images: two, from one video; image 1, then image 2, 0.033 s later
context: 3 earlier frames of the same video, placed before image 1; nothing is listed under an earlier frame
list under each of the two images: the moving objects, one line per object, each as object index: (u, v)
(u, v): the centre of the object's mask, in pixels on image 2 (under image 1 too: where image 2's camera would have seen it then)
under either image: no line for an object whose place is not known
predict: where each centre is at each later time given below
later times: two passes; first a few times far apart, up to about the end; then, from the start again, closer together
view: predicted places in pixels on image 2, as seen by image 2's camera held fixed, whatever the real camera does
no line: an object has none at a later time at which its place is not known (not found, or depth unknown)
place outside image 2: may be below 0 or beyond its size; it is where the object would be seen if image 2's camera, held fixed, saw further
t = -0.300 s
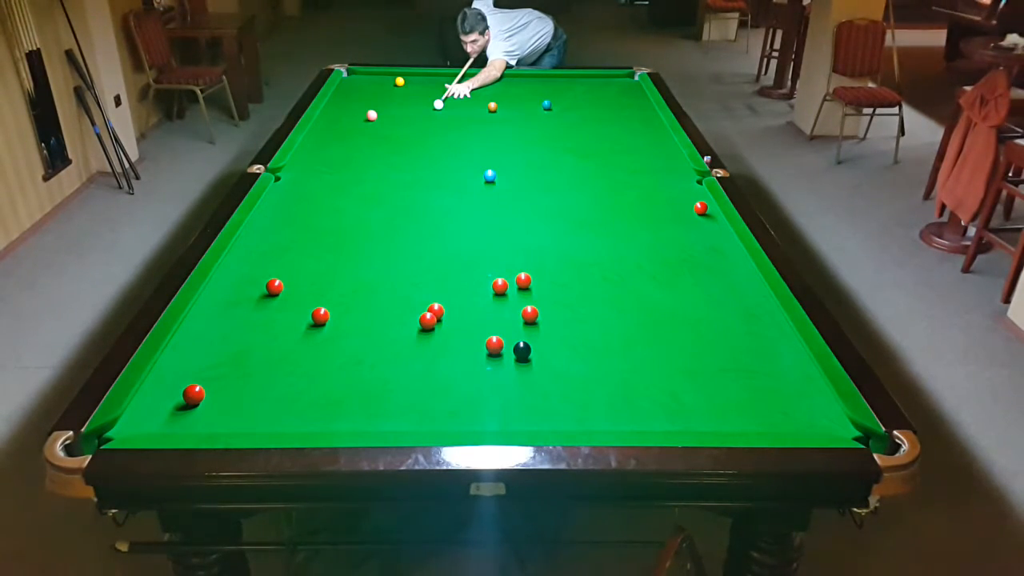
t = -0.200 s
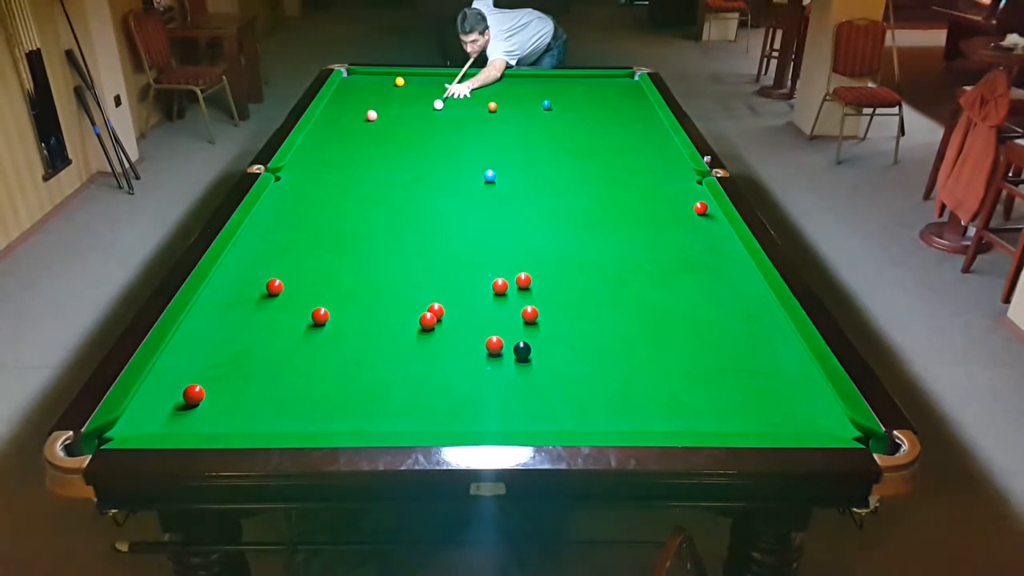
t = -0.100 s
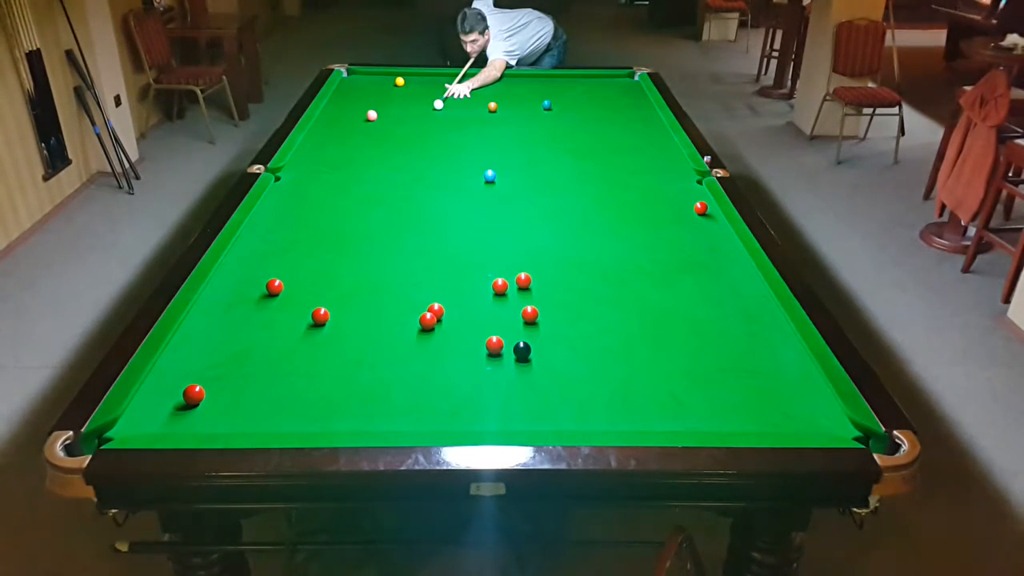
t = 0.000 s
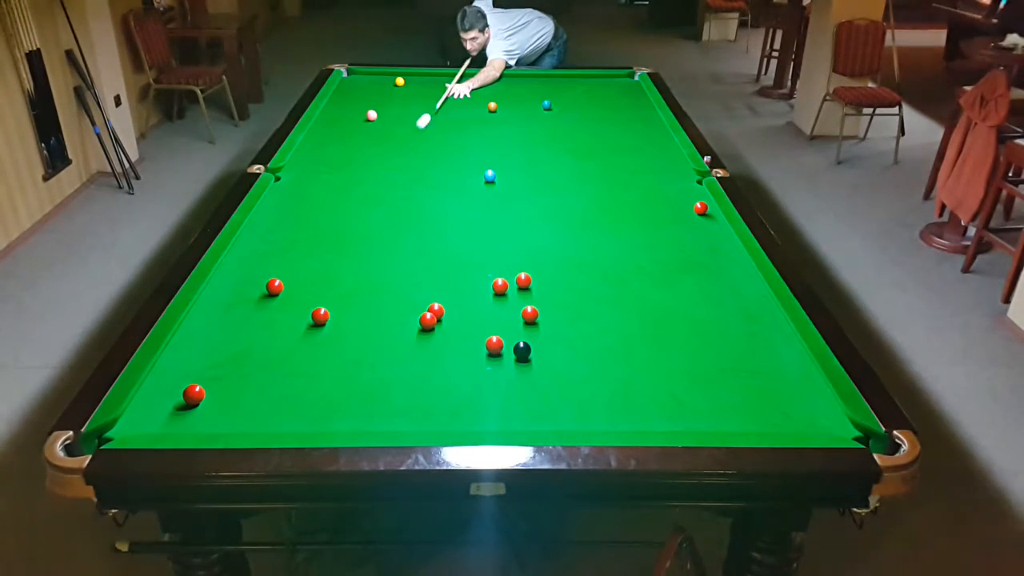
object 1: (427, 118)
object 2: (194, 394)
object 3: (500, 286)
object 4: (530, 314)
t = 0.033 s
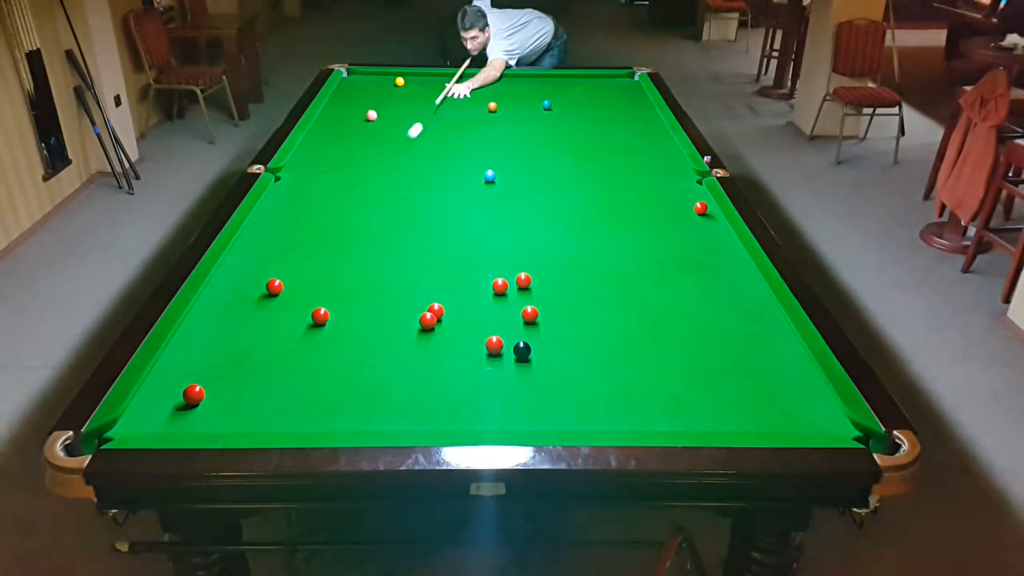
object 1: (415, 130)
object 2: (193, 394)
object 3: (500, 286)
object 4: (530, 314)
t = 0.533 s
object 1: (283, 285)
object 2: (194, 394)
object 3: (500, 286)
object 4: (530, 314)
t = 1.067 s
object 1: (229, 371)
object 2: (194, 394)
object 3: (500, 286)
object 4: (530, 314)
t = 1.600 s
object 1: (240, 388)
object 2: (157, 401)
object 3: (500, 286)
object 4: (530, 311)
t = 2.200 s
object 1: (293, 324)
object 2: (147, 406)
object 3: (500, 286)
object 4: (534, 285)
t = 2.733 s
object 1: (326, 284)
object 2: (152, 407)
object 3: (500, 286)
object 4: (546, 280)
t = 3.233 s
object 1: (348, 258)
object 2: (152, 407)
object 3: (500, 286)
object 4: (551, 278)
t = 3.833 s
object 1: (369, 234)
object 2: (152, 408)
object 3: (500, 286)
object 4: (551, 278)
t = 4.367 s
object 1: (382, 219)
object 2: (152, 408)
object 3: (475, 291)
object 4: (551, 277)
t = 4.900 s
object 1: (391, 208)
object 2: (152, 408)
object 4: (551, 278)
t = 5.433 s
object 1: (398, 201)
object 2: (152, 408)
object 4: (551, 278)
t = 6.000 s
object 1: (402, 197)
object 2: (152, 408)
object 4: (551, 278)
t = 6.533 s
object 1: (403, 196)
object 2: (152, 407)
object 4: (551, 278)
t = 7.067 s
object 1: (403, 196)
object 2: (152, 408)
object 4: (551, 278)
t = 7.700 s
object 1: (403, 196)
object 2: (152, 408)
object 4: (551, 278)
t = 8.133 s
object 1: (403, 196)
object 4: (551, 278)
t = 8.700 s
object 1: (403, 196)
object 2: (152, 408)
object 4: (551, 277)
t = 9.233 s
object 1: (403, 196)
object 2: (152, 407)
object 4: (551, 278)
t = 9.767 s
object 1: (403, 196)
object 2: (152, 407)
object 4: (551, 277)
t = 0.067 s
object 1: (406, 140)
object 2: (194, 394)
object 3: (500, 286)
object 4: (530, 314)
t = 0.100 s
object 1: (397, 151)
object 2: (194, 394)
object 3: (500, 286)
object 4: (530, 314)
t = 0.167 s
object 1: (377, 174)
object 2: (194, 394)
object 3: (500, 286)
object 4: (530, 314)
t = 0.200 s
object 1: (366, 186)
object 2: (194, 394)
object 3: (500, 286)
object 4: (530, 314)
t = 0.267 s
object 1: (341, 213)
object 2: (194, 394)
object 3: (500, 286)
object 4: (530, 314)
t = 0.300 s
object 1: (328, 227)
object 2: (194, 394)
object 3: (500, 286)
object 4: (530, 314)
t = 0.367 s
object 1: (299, 260)
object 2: (194, 394)
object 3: (500, 286)
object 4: (530, 314)
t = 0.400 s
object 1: (285, 275)
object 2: (194, 394)
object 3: (500, 286)
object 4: (530, 314)
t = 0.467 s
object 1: (283, 281)
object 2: (194, 394)
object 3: (500, 286)
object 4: (530, 314)
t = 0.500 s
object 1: (284, 283)
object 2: (194, 394)
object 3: (500, 286)
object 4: (530, 314)
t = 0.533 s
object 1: (283, 285)
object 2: (194, 394)
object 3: (500, 286)
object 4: (530, 314)
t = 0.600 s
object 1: (282, 290)
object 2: (194, 394)
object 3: (500, 286)
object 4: (530, 314)
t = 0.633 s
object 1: (280, 293)
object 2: (194, 394)
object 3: (500, 286)
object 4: (530, 314)
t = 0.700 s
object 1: (276, 301)
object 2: (194, 394)
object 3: (500, 286)
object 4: (530, 314)
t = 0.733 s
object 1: (273, 305)
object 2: (194, 394)
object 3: (500, 286)
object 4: (530, 314)
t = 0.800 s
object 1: (266, 316)
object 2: (194, 394)
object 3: (500, 286)
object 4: (530, 314)
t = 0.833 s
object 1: (262, 323)
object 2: (194, 394)
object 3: (500, 286)
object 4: (530, 314)
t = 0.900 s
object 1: (253, 335)
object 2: (194, 394)
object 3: (500, 286)
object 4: (530, 314)
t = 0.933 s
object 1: (248, 342)
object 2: (194, 394)
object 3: (500, 286)
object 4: (530, 314)
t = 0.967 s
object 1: (244, 349)
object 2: (194, 394)
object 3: (500, 286)
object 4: (530, 314)
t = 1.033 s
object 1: (234, 364)
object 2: (194, 394)
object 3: (500, 286)
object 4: (530, 314)
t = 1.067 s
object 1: (229, 371)
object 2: (194, 394)
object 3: (500, 286)
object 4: (530, 314)
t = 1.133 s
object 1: (219, 387)
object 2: (194, 394)
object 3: (500, 286)
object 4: (530, 314)
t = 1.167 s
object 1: (215, 394)
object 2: (192, 394)
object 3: (500, 286)
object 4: (530, 314)
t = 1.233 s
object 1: (212, 409)
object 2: (186, 395)
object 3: (500, 286)
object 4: (530, 314)
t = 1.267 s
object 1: (210, 417)
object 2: (183, 396)
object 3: (500, 286)
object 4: (530, 314)
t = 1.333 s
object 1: (209, 425)
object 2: (177, 397)
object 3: (500, 286)
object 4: (530, 314)
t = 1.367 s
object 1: (213, 421)
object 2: (175, 398)
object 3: (500, 286)
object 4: (530, 314)
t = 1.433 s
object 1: (221, 411)
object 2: (169, 399)
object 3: (500, 286)
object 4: (530, 314)
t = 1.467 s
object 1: (225, 406)
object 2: (167, 399)
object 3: (500, 286)
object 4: (530, 314)
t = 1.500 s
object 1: (229, 401)
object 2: (164, 400)
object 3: (500, 286)
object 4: (530, 314)
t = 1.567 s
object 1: (236, 392)
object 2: (159, 401)
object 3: (500, 286)
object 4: (529, 310)
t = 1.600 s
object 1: (240, 388)
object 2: (157, 401)
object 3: (500, 286)
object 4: (530, 311)
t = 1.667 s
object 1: (247, 379)
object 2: (152, 402)
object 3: (500, 286)
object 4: (530, 307)
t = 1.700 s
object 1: (250, 375)
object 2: (150, 402)
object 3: (500, 286)
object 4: (530, 305)
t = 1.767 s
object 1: (257, 367)
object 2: (146, 404)
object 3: (500, 286)
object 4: (531, 302)
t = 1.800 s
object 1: (260, 364)
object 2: (144, 404)
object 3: (500, 286)
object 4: (531, 300)
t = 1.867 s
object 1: (266, 356)
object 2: (139, 405)
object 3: (500, 286)
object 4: (531, 297)
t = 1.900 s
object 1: (269, 353)
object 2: (139, 405)
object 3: (500, 286)
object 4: (531, 296)
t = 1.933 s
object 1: (272, 349)
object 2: (140, 405)
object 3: (500, 286)
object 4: (531, 294)
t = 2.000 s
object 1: (277, 342)
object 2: (142, 405)
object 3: (500, 286)
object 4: (531, 291)
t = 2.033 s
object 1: (280, 339)
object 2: (143, 406)
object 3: (500, 286)
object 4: (531, 290)
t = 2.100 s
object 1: (285, 333)
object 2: (144, 406)
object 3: (500, 286)
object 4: (532, 287)
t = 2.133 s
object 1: (288, 330)
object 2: (145, 406)
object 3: (500, 286)
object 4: (533, 287)
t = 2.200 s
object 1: (293, 324)
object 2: (147, 406)
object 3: (500, 286)
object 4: (534, 285)
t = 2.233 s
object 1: (295, 321)
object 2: (147, 406)
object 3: (500, 286)
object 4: (535, 285)
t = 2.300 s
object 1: (300, 315)
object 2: (149, 407)
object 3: (500, 286)
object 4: (537, 284)
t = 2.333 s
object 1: (302, 312)
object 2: (149, 407)
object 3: (500, 286)
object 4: (538, 283)
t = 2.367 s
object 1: (304, 310)
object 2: (150, 407)
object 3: (500, 286)
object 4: (539, 283)
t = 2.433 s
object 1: (308, 304)
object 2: (151, 407)
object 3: (500, 286)
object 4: (540, 282)
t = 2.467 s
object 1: (310, 302)
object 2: (151, 407)
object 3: (500, 286)
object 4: (541, 282)
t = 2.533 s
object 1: (315, 297)
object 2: (152, 407)
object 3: (500, 286)
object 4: (542, 281)
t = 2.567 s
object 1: (317, 295)
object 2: (152, 407)
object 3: (500, 286)
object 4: (543, 281)
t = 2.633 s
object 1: (320, 290)
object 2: (152, 407)
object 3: (500, 286)
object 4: (544, 280)
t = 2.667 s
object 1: (322, 288)
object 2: (152, 407)
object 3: (500, 286)
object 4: (545, 280)
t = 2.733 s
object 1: (326, 284)
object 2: (152, 407)
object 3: (500, 286)
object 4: (546, 280)
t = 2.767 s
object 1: (328, 282)
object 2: (152, 407)
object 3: (500, 286)
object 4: (546, 279)
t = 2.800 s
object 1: (329, 280)
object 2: (152, 407)
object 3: (500, 286)
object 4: (547, 279)
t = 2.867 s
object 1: (333, 276)
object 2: (152, 407)
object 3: (500, 286)
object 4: (548, 279)
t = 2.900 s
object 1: (334, 274)
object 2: (152, 407)
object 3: (500, 286)
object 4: (548, 279)
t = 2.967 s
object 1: (337, 271)
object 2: (152, 407)
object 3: (500, 286)
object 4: (549, 278)
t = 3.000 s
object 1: (339, 269)
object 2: (152, 407)
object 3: (500, 286)
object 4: (549, 278)
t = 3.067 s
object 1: (342, 266)
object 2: (152, 407)
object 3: (500, 286)
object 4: (550, 278)
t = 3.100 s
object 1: (343, 264)
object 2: (152, 407)
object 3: (500, 286)
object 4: (550, 278)
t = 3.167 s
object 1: (346, 261)
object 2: (152, 407)
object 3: (500, 286)
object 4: (551, 278)
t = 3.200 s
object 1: (347, 259)
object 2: (152, 407)
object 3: (500, 286)
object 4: (551, 278)
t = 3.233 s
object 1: (348, 258)
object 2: (152, 407)
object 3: (500, 286)
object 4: (551, 278)
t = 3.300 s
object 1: (351, 254)
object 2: (152, 407)
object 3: (500, 286)
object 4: (552, 278)
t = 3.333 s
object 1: (352, 253)
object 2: (152, 408)
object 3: (500, 286)
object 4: (552, 278)
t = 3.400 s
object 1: (355, 250)
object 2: (152, 407)
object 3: (500, 286)
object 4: (552, 278)
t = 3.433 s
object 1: (356, 249)
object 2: (152, 407)
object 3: (500, 286)
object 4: (552, 278)
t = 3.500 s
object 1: (359, 246)
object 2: (152, 408)
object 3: (500, 286)
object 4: (552, 278)
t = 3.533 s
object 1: (359, 245)
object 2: (152, 407)
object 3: (500, 286)
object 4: (551, 278)
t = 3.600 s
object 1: (362, 242)
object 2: (152, 408)
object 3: (500, 286)
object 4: (550, 276)
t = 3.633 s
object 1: (363, 241)
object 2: (152, 407)
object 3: (500, 286)
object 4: (551, 275)
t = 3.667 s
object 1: (364, 240)
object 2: (152, 407)
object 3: (500, 286)
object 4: (552, 275)
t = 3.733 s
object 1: (366, 237)
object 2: (152, 408)
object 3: (500, 286)
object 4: (552, 277)
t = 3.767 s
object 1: (367, 236)
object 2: (152, 408)
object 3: (500, 286)
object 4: (551, 278)
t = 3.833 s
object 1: (369, 234)
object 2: (152, 408)
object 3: (500, 286)
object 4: (551, 278)
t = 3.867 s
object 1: (370, 233)
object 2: (152, 408)
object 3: (500, 286)
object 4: (551, 278)
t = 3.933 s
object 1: (372, 231)
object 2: (152, 408)
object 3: (499, 286)
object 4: (551, 278)
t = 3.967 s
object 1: (373, 230)
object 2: (152, 408)
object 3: (497, 286)
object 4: (551, 278)
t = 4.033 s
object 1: (374, 228)
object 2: (152, 408)
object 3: (493, 287)
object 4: (551, 278)
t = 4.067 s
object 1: (375, 227)
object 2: (152, 408)
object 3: (491, 288)
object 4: (551, 278)
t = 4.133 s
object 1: (377, 225)
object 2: (152, 407)
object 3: (488, 288)
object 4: (551, 277)
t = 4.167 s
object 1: (378, 224)
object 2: (152, 407)
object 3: (486, 289)
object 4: (551, 278)
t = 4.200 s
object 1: (378, 223)
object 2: (152, 408)
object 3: (484, 289)
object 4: (551, 277)
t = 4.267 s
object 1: (380, 221)
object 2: (152, 407)
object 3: (480, 290)
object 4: (551, 278)
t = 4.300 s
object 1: (381, 221)
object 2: (152, 407)
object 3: (479, 290)
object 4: (551, 278)
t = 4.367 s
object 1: (382, 219)
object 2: (152, 408)
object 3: (475, 291)
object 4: (551, 277)
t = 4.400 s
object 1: (383, 218)
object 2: (152, 407)
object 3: (474, 291)
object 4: (551, 277)
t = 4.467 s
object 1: (384, 217)
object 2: (152, 407)
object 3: (471, 292)
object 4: (551, 277)
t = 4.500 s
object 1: (385, 216)
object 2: (152, 408)
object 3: (469, 292)
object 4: (551, 277)
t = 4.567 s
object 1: (386, 214)
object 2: (152, 408)
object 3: (466, 293)
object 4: (551, 277)
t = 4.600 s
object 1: (387, 214)
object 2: (152, 407)
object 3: (465, 293)
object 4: (551, 277)
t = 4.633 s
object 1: (387, 213)
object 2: (152, 407)
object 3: (464, 294)
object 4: (551, 277)
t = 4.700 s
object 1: (388, 212)
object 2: (152, 407)
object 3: (461, 294)
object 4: (551, 278)
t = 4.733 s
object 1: (389, 211)
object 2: (152, 407)
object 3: (460, 294)
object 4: (551, 277)
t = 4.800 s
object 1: (390, 210)
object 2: (152, 408)
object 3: (458, 295)
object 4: (551, 277)
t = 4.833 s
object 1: (390, 209)
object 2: (152, 407)
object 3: (456, 295)
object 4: (551, 277)
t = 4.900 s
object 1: (391, 208)
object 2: (152, 408)
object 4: (551, 278)
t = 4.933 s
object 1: (392, 208)
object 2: (152, 407)
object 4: (551, 278)
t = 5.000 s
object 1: (393, 206)
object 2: (152, 407)
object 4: (551, 277)
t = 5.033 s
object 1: (393, 206)
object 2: (152, 408)
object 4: (551, 278)
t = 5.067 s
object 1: (394, 206)
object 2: (152, 408)
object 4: (551, 277)
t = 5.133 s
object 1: (394, 205)
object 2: (152, 408)
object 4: (551, 278)
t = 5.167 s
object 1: (395, 204)
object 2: (152, 408)
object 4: (551, 278)
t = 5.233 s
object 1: (395, 203)
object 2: (152, 408)
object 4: (551, 278)
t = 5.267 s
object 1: (396, 203)
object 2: (152, 408)
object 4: (551, 277)
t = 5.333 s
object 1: (397, 202)
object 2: (152, 408)
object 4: (551, 278)
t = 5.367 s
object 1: (397, 202)
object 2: (152, 408)
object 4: (551, 278)
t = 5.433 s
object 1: (398, 201)
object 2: (152, 408)
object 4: (551, 278)
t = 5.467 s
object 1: (398, 200)
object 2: (152, 408)
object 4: (551, 278)
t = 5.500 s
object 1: (398, 200)
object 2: (152, 408)
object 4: (551, 278)
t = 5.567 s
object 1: (399, 200)
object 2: (152, 408)
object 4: (551, 278)
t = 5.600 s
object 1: (399, 199)
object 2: (152, 407)
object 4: (551, 278)
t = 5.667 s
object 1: (400, 199)
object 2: (152, 408)
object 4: (551, 278)
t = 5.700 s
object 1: (400, 198)
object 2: (152, 408)
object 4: (551, 278)
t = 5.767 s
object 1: (401, 198)
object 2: (152, 408)
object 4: (551, 278)
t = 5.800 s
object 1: (401, 198)
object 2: (152, 408)
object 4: (551, 278)
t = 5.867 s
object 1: (401, 197)
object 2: (152, 408)
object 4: (551, 278)
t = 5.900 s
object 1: (402, 197)
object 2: (152, 408)
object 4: (551, 278)
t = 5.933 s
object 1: (402, 197)
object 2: (152, 408)
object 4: (551, 278)
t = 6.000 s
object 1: (402, 197)
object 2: (152, 408)
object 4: (551, 278)
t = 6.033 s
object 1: (402, 196)
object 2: (152, 408)
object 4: (551, 278)
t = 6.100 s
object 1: (402, 196)
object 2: (152, 408)
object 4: (551, 278)
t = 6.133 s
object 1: (402, 196)
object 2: (152, 408)
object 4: (551, 278)
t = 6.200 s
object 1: (403, 196)
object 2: (152, 408)
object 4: (551, 278)
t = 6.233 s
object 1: (403, 196)
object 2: (152, 408)
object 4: (551, 278)
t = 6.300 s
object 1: (403, 196)
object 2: (152, 408)
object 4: (551, 278)
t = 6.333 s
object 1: (403, 196)
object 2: (152, 408)
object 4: (551, 278)
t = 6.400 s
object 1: (403, 196)
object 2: (152, 407)
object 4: (551, 278)
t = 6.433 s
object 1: (403, 196)
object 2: (152, 408)
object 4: (551, 278)
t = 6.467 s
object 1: (403, 196)
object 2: (152, 407)
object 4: (551, 278)
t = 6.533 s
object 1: (403, 196)
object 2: (152, 407)
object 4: (551, 278)
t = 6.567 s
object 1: (403, 196)
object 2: (152, 408)
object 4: (551, 278)
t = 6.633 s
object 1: (403, 196)
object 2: (152, 407)
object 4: (551, 278)
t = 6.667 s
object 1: (403, 196)
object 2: (152, 408)
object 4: (551, 278)
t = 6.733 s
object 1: (403, 196)
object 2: (152, 408)
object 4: (551, 278)
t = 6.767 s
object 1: (403, 196)
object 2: (152, 407)
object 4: (551, 278)
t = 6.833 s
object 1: (403, 196)
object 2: (152, 407)
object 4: (551, 278)
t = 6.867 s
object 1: (403, 196)
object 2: (152, 408)
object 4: (551, 278)
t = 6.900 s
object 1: (403, 196)
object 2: (152, 407)
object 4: (551, 278)
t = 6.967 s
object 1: (403, 196)
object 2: (152, 407)
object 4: (551, 278)
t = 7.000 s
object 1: (403, 196)
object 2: (152, 407)
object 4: (551, 278)
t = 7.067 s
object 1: (403, 196)
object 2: (152, 408)
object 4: (551, 278)
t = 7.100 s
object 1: (403, 196)
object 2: (152, 407)
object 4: (551, 278)
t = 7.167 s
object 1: (403, 196)
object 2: (152, 407)
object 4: (551, 278)
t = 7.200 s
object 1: (403, 196)
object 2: (152, 407)
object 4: (551, 278)
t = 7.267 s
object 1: (403, 196)
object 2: (152, 407)
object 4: (551, 278)
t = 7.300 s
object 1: (403, 196)
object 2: (152, 407)
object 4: (551, 278)
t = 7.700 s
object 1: (403, 196)
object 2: (152, 408)
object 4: (551, 278)
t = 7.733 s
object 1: (403, 196)
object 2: (152, 408)
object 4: (551, 278)
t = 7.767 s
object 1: (403, 196)
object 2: (152, 408)
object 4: (551, 278)
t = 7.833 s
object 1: (403, 196)
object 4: (551, 278)
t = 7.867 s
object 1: (403, 196)
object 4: (551, 278)
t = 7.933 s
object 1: (403, 196)
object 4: (551, 278)
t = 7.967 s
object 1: (403, 196)
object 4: (551, 278)
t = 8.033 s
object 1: (403, 196)
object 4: (551, 278)
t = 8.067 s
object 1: (403, 196)
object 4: (551, 278)
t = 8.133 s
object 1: (403, 196)
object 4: (551, 278)
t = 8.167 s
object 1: (403, 196)
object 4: (551, 278)
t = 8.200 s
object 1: (403, 196)
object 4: (551, 278)
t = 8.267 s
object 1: (403, 196)
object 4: (551, 278)
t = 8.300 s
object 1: (403, 196)
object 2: (156, 405)
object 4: (551, 278)
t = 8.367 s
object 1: (403, 196)
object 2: (152, 407)
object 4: (551, 277)
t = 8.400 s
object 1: (403, 196)
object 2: (152, 407)
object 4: (551, 277)
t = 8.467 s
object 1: (403, 196)
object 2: (152, 408)
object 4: (551, 277)
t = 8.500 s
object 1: (403, 196)
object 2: (152, 407)
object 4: (551, 277)
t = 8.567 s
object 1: (403, 196)
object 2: (152, 407)
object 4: (551, 277)
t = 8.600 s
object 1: (403, 196)
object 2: (152, 408)
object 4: (551, 277)
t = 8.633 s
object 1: (403, 196)
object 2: (152, 408)
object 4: (551, 277)
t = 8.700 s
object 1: (403, 196)
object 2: (152, 408)
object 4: (551, 277)
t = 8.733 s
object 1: (403, 196)
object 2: (152, 408)
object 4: (551, 278)
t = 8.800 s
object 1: (403, 196)
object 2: (152, 408)
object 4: (551, 278)
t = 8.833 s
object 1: (403, 196)
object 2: (152, 408)
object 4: (551, 278)
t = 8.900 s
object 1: (403, 196)
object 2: (152, 408)
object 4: (551, 278)
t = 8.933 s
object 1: (403, 196)
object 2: (152, 408)
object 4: (551, 278)
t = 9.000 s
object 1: (403, 196)
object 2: (152, 408)
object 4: (551, 278)
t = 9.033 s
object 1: (403, 196)
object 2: (152, 408)
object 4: (551, 277)
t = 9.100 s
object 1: (403, 196)
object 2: (152, 407)
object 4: (551, 278)
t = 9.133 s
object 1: (403, 196)
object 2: (152, 407)
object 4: (551, 277)
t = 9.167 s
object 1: (403, 196)
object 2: (152, 407)
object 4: (551, 278)
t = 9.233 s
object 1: (403, 196)
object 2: (152, 407)
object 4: (551, 278)
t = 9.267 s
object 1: (403, 196)
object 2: (152, 408)
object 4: (551, 278)
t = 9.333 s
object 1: (403, 196)
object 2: (152, 407)
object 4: (551, 278)
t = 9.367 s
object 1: (403, 196)
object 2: (152, 408)
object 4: (551, 278)
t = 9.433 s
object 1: (403, 196)
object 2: (152, 408)
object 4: (551, 278)
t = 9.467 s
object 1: (403, 196)
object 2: (152, 407)
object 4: (551, 278)
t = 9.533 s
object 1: (403, 196)
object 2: (152, 408)
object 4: (551, 278)
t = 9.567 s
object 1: (403, 196)
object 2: (152, 407)
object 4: (551, 278)
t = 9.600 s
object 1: (403, 196)
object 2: (152, 407)
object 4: (551, 278)
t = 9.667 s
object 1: (403, 196)
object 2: (152, 407)
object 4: (551, 278)
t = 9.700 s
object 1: (403, 196)
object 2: (152, 407)
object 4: (551, 277)
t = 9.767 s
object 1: (403, 196)
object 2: (152, 407)
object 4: (551, 277)
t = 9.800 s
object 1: (403, 196)
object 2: (152, 408)
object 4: (551, 277)
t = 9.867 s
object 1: (403, 196)
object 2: (152, 407)
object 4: (551, 277)
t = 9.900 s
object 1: (403, 196)
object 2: (152, 407)
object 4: (551, 277)
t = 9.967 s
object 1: (403, 196)
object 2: (152, 407)
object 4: (551, 277)
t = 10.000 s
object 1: (403, 196)
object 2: (152, 407)
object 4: (551, 277)
